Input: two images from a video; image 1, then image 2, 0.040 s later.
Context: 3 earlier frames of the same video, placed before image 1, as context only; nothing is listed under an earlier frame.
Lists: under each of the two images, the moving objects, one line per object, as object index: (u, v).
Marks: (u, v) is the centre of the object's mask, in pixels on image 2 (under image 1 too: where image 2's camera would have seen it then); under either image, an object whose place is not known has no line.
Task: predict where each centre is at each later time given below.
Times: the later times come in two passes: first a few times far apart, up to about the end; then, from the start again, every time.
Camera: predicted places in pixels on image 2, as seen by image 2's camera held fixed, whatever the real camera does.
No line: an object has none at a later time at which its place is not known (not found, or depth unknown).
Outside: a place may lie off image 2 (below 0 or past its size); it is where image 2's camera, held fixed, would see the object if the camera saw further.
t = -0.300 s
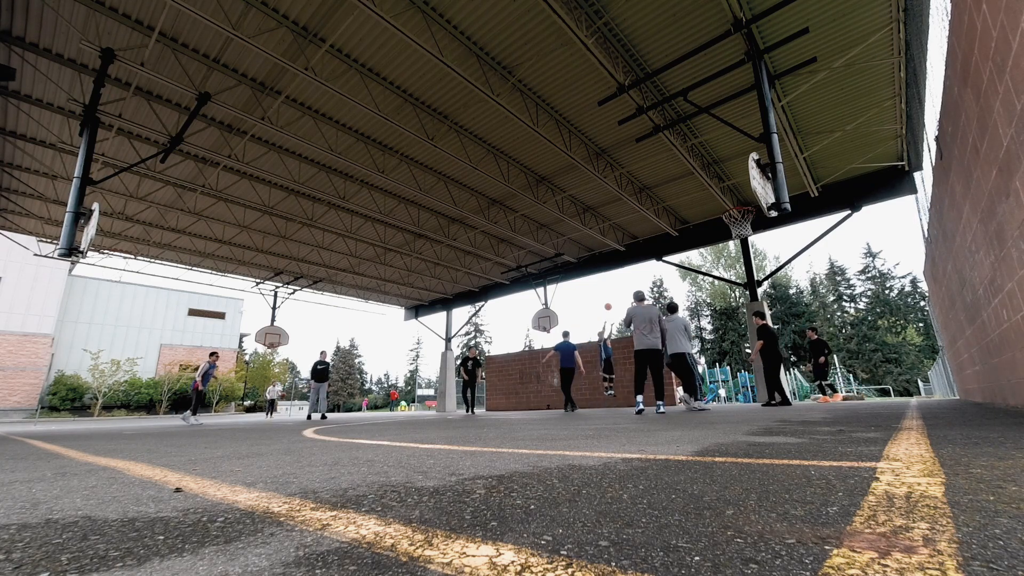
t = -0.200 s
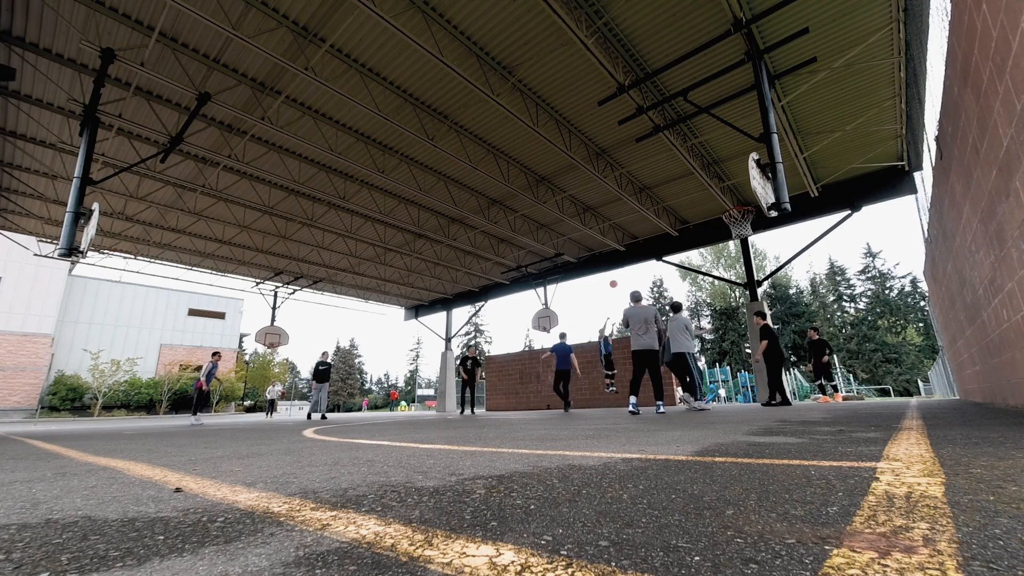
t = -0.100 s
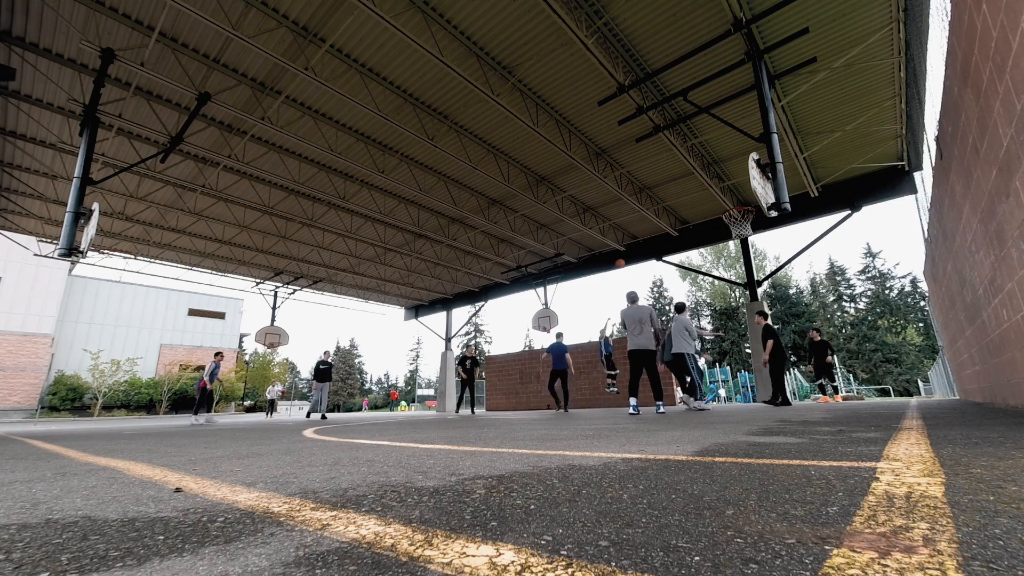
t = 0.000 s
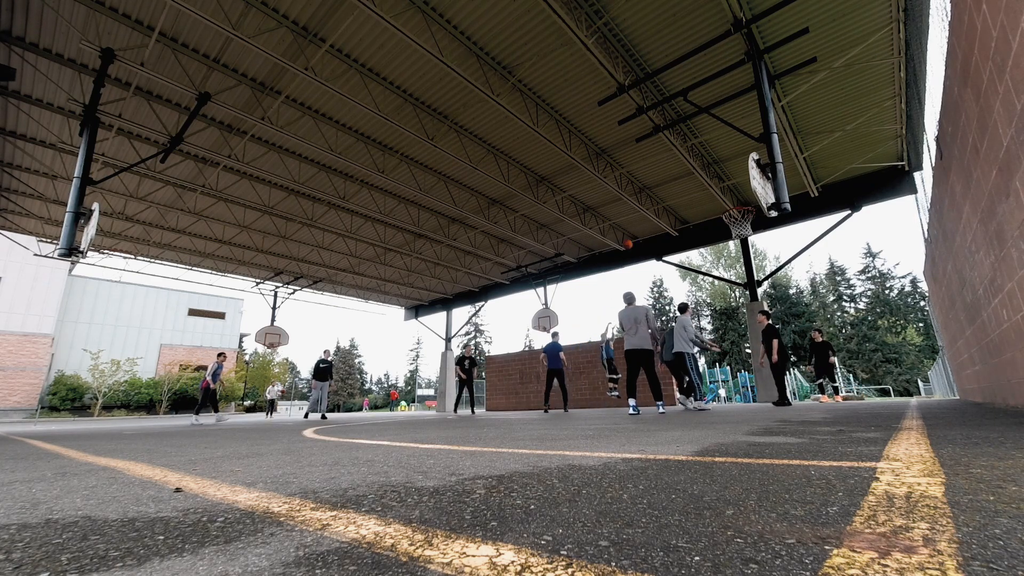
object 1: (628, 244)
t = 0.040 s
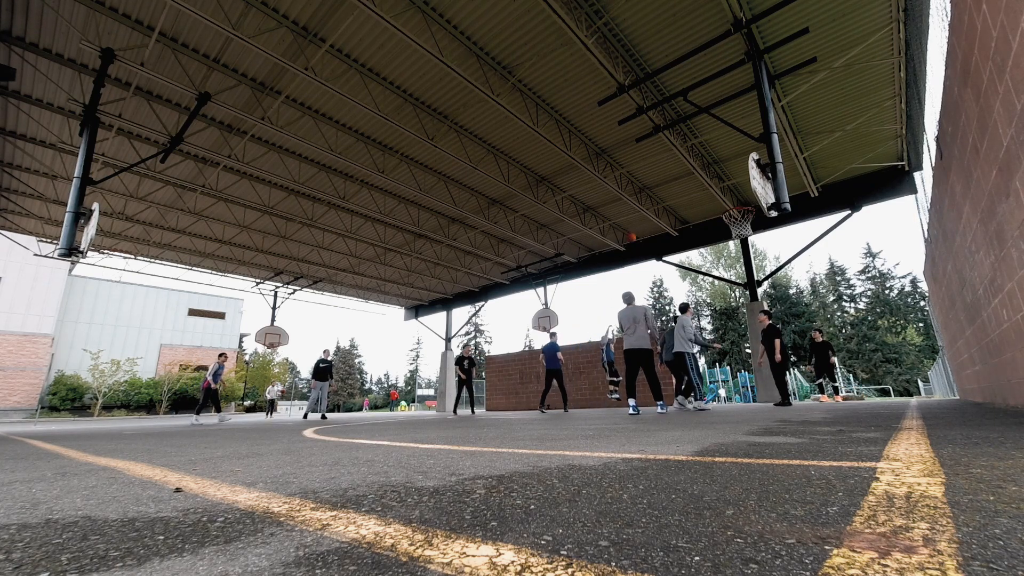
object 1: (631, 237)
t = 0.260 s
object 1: (651, 207)
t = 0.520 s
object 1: (684, 189)
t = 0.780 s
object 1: (732, 201)
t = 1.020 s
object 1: (733, 231)
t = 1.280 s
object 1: (729, 258)
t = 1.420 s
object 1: (729, 291)
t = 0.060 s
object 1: (633, 234)
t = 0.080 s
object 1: (635, 231)
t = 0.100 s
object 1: (636, 228)
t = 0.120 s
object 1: (638, 225)
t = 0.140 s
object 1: (639, 222)
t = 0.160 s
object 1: (641, 219)
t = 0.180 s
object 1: (643, 217)
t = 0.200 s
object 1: (645, 214)
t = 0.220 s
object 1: (647, 212)
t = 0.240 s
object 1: (650, 209)
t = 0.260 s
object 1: (651, 207)
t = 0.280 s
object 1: (654, 205)
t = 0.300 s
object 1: (656, 203)
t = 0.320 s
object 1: (658, 201)
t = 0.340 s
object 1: (660, 199)
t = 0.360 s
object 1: (662, 197)
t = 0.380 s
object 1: (665, 196)
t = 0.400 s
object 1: (667, 194)
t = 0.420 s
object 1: (670, 193)
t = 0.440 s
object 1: (672, 192)
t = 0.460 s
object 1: (675, 191)
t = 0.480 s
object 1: (678, 190)
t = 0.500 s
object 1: (681, 190)
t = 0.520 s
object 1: (684, 189)
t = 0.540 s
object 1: (687, 189)
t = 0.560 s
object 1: (690, 189)
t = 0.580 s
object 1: (693, 189)
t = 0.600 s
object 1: (696, 189)
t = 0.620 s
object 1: (700, 190)
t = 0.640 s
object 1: (703, 190)
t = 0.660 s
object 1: (707, 191)
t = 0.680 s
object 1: (710, 192)
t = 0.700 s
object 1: (715, 194)
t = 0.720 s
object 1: (719, 195)
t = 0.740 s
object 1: (723, 197)
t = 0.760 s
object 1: (727, 199)
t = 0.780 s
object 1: (732, 201)
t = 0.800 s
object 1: (737, 204)
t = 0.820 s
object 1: (740, 205)
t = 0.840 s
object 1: (740, 210)
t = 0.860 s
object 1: (741, 212)
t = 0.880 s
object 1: (739, 216)
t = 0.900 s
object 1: (738, 219)
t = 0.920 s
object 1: (739, 227)
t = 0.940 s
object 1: (737, 228)
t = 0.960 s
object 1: (736, 228)
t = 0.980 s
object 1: (735, 228)
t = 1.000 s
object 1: (734, 230)
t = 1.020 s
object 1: (733, 231)
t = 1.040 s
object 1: (732, 232)
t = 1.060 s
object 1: (732, 232)
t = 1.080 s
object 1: (731, 233)
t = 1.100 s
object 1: (731, 234)
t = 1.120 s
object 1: (730, 236)
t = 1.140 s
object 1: (730, 238)
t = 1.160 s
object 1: (729, 240)
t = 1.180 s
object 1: (729, 242)
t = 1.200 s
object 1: (729, 245)
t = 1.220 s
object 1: (729, 248)
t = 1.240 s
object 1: (729, 251)
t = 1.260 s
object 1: (729, 254)
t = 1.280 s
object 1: (729, 258)
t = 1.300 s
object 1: (729, 261)
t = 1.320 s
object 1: (729, 266)
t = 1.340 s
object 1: (729, 270)
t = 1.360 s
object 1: (729, 275)
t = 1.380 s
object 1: (729, 280)
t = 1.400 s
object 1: (729, 286)
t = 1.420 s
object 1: (729, 291)
